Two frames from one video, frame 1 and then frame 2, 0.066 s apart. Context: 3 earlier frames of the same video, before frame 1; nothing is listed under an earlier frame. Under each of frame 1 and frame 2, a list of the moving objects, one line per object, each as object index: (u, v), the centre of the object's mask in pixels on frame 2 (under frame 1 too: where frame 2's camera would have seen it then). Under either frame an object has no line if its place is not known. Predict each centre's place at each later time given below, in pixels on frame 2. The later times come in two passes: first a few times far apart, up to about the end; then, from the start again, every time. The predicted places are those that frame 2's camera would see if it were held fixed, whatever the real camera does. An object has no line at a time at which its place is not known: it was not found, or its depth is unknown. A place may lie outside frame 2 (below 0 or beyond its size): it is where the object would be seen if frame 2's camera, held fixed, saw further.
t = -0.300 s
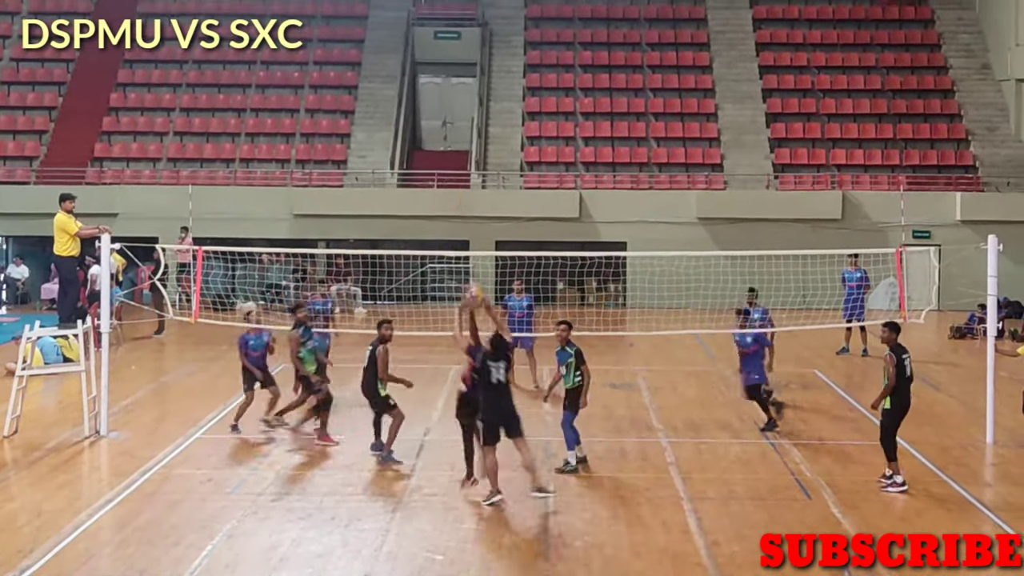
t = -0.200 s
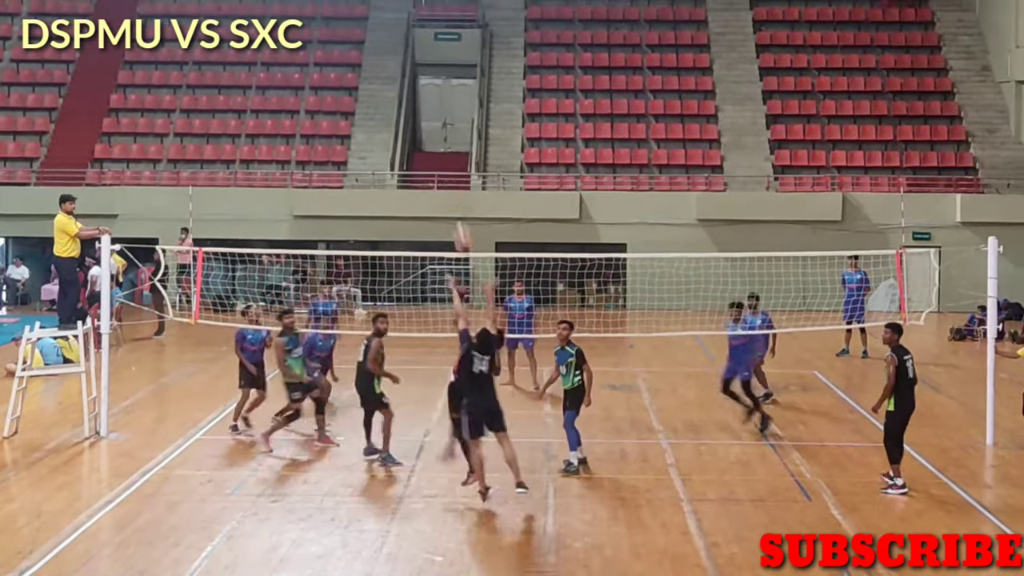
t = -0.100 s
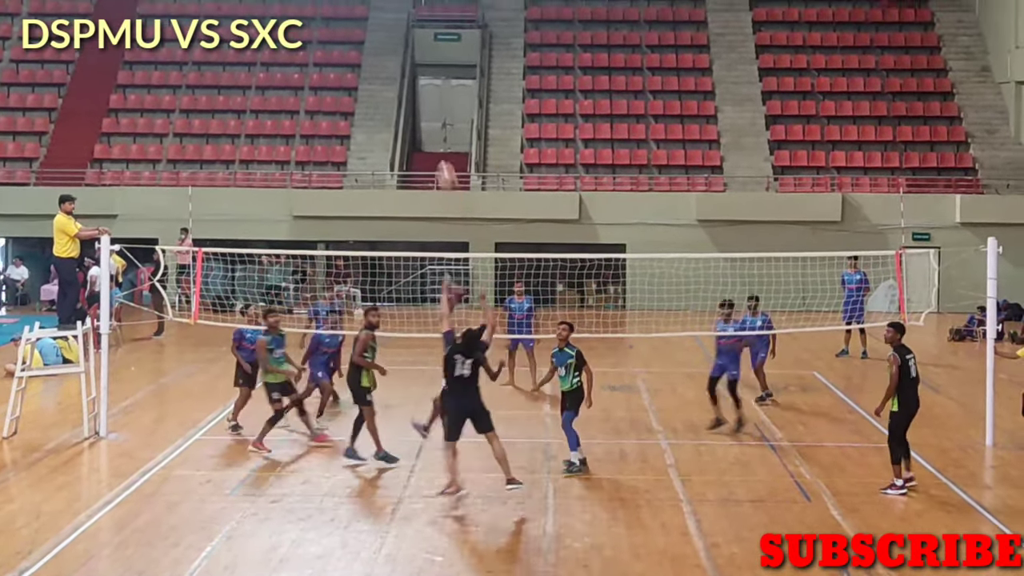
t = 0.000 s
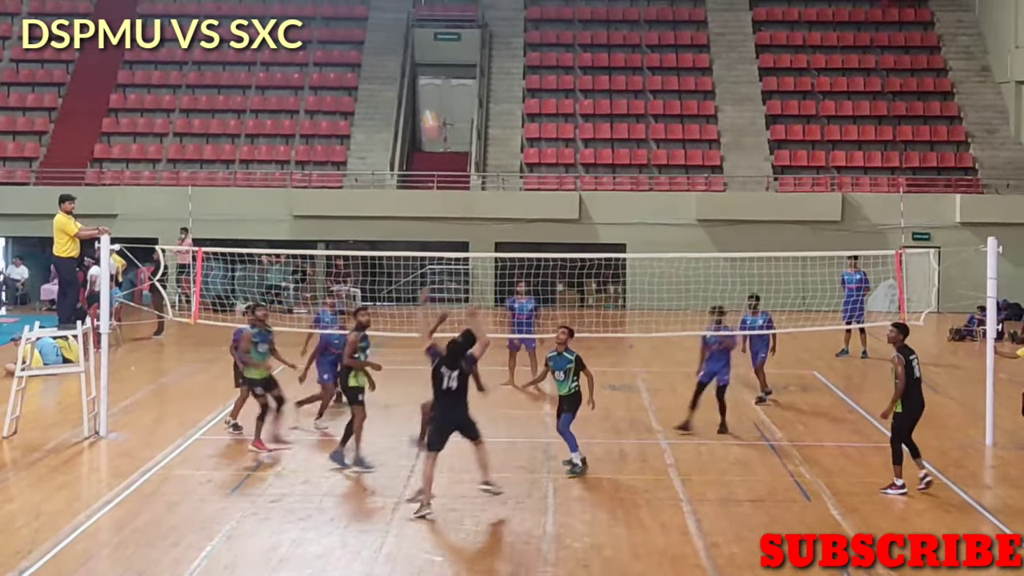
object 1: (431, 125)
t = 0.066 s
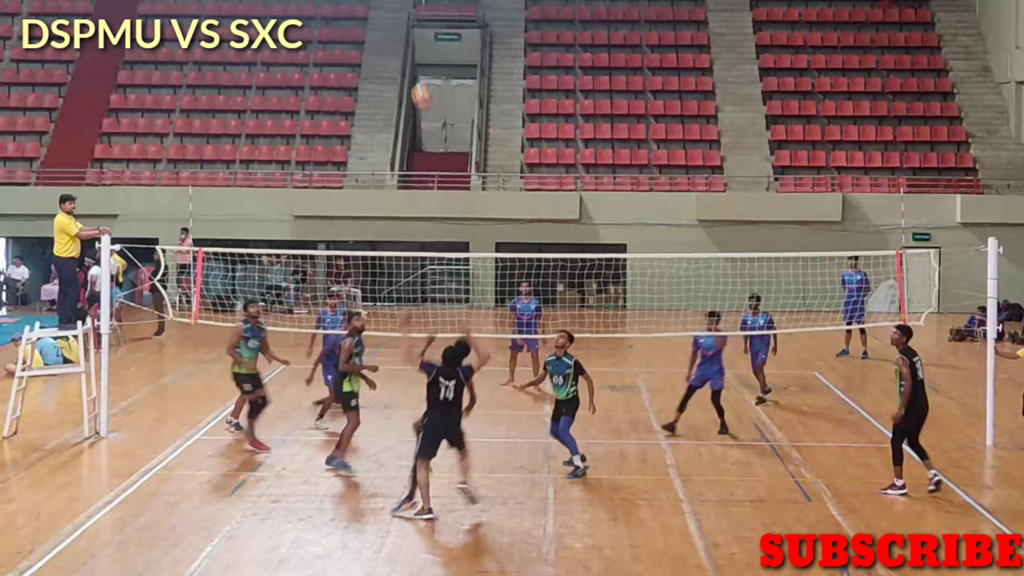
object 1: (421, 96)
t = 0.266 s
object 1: (393, 40)
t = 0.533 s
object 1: (355, 23)
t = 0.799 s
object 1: (319, 66)
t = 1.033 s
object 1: (290, 152)
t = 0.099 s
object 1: (416, 84)
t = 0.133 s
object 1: (411, 73)
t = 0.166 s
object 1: (407, 63)
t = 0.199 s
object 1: (402, 54)
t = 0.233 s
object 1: (398, 46)
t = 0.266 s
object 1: (393, 40)
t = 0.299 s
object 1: (388, 33)
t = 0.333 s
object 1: (382, 28)
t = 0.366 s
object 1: (378, 25)
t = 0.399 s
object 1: (373, 23)
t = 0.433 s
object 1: (369, 21)
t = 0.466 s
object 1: (364, 21)
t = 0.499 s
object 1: (359, 21)
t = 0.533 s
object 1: (355, 23)
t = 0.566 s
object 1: (350, 25)
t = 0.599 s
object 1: (346, 28)
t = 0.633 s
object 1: (341, 33)
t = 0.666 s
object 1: (337, 37)
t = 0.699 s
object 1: (332, 43)
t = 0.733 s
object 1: (328, 50)
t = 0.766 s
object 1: (323, 58)
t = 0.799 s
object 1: (319, 66)
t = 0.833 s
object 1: (315, 77)
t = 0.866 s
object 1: (311, 87)
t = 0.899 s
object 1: (306, 98)
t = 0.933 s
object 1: (302, 110)
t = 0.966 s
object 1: (298, 123)
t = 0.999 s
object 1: (294, 138)
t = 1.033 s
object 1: (290, 152)
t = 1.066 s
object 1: (287, 167)
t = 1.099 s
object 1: (283, 183)
